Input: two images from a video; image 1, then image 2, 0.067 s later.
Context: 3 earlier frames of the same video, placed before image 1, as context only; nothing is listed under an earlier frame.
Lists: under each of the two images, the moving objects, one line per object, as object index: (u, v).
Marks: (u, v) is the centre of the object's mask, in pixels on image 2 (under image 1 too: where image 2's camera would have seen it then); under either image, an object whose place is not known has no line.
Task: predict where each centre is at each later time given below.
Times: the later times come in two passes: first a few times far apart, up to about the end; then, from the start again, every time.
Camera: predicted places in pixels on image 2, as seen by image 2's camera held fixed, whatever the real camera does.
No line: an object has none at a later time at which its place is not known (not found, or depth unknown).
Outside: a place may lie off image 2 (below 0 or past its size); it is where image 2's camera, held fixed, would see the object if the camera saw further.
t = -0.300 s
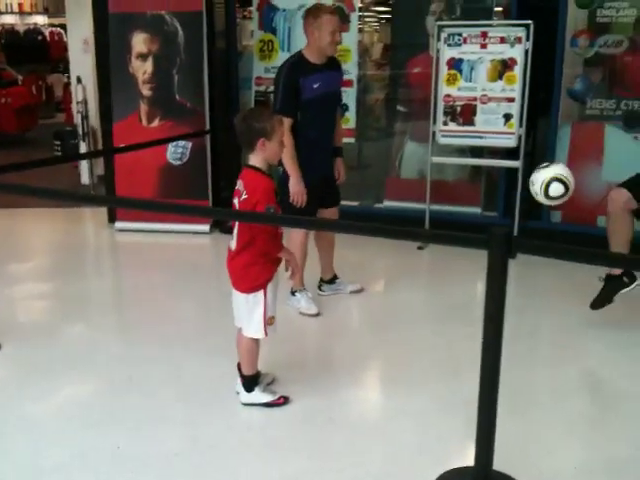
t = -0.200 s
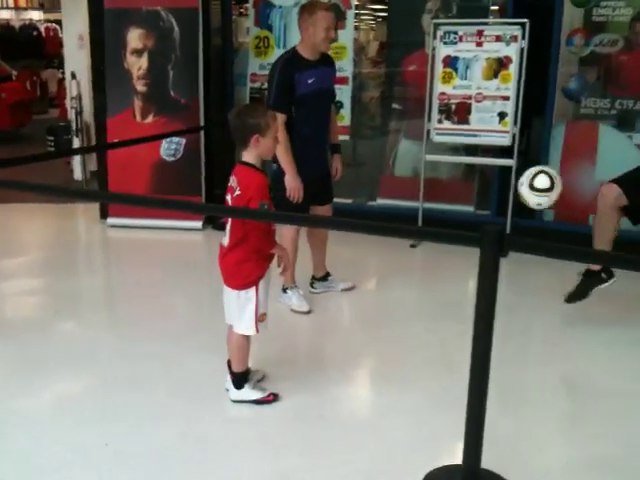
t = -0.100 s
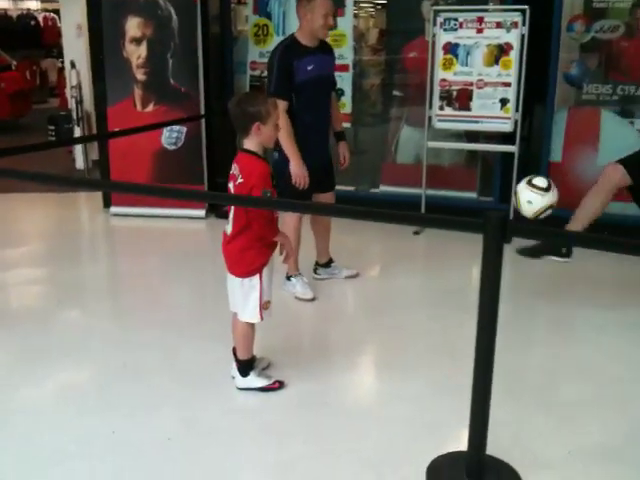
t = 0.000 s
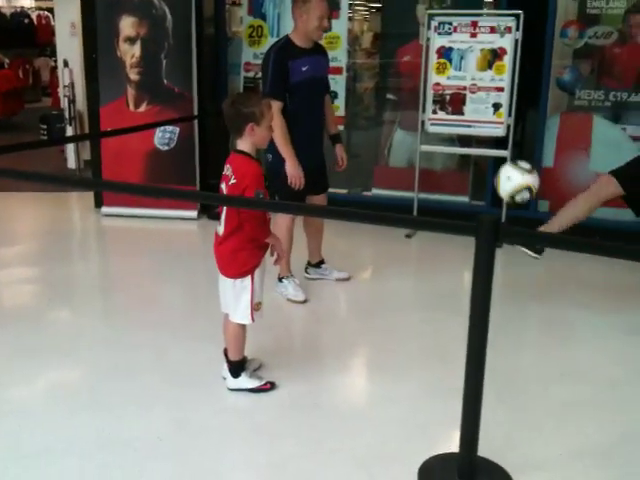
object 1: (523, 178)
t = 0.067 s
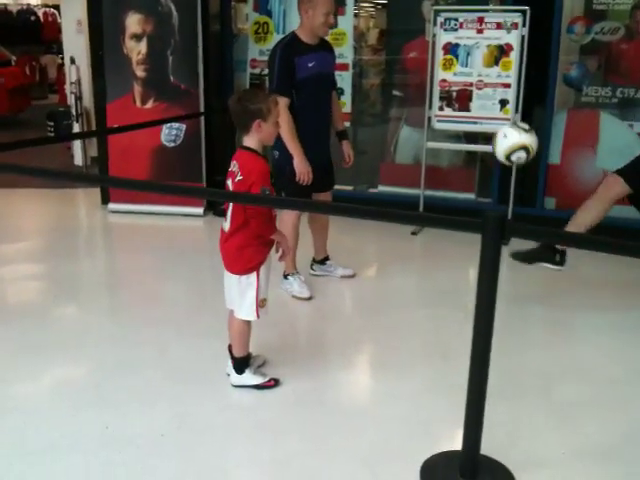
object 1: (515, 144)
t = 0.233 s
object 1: (487, 84)
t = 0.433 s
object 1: (445, 86)
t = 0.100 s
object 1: (510, 128)
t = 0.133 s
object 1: (504, 114)
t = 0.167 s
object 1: (499, 102)
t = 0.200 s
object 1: (492, 91)
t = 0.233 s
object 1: (487, 84)
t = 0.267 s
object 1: (481, 79)
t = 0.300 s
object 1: (474, 75)
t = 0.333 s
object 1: (467, 74)
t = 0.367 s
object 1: (460, 76)
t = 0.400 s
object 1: (452, 80)
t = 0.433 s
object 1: (445, 86)
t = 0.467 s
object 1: (436, 95)
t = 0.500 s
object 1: (428, 107)
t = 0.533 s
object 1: (420, 120)
